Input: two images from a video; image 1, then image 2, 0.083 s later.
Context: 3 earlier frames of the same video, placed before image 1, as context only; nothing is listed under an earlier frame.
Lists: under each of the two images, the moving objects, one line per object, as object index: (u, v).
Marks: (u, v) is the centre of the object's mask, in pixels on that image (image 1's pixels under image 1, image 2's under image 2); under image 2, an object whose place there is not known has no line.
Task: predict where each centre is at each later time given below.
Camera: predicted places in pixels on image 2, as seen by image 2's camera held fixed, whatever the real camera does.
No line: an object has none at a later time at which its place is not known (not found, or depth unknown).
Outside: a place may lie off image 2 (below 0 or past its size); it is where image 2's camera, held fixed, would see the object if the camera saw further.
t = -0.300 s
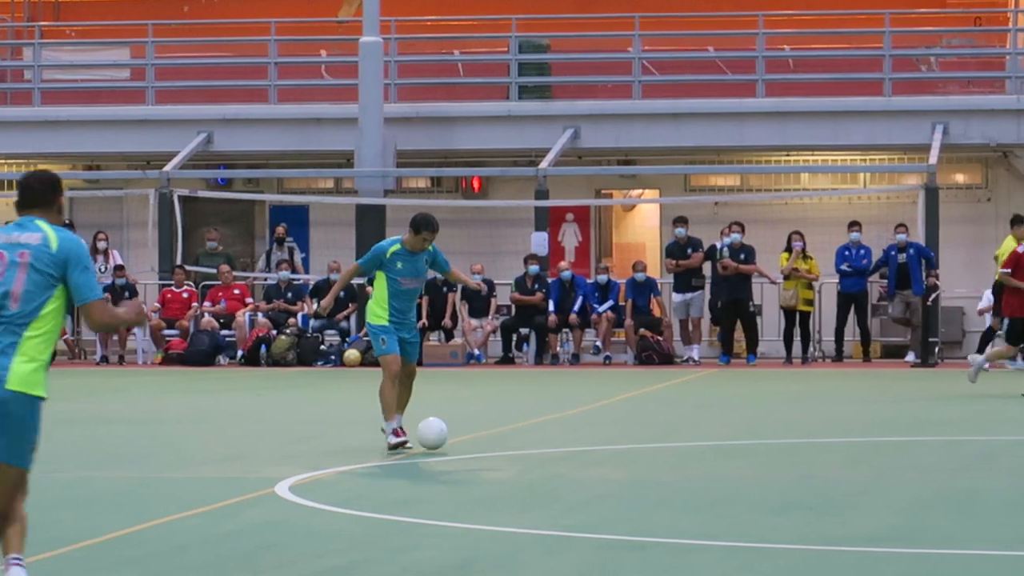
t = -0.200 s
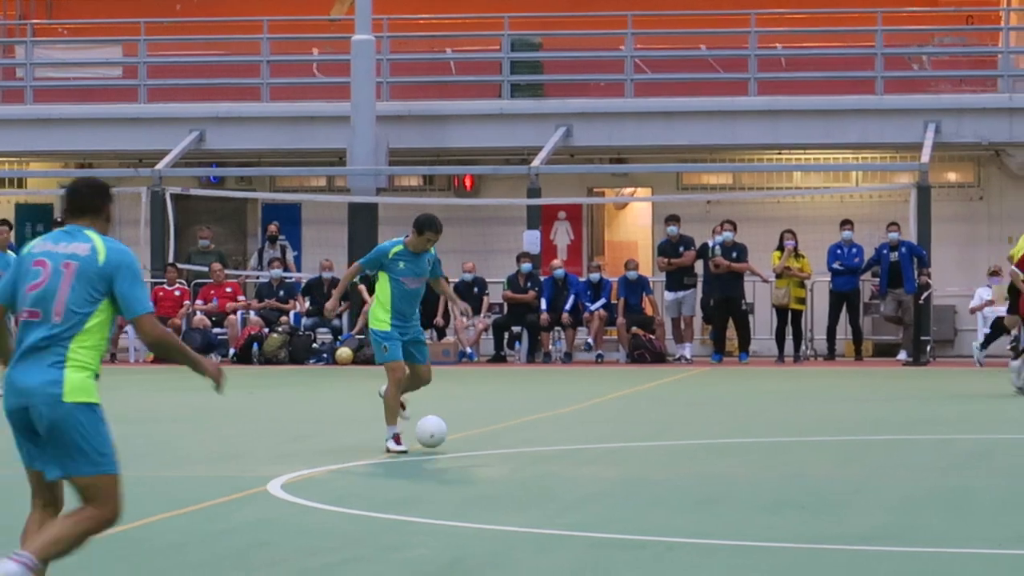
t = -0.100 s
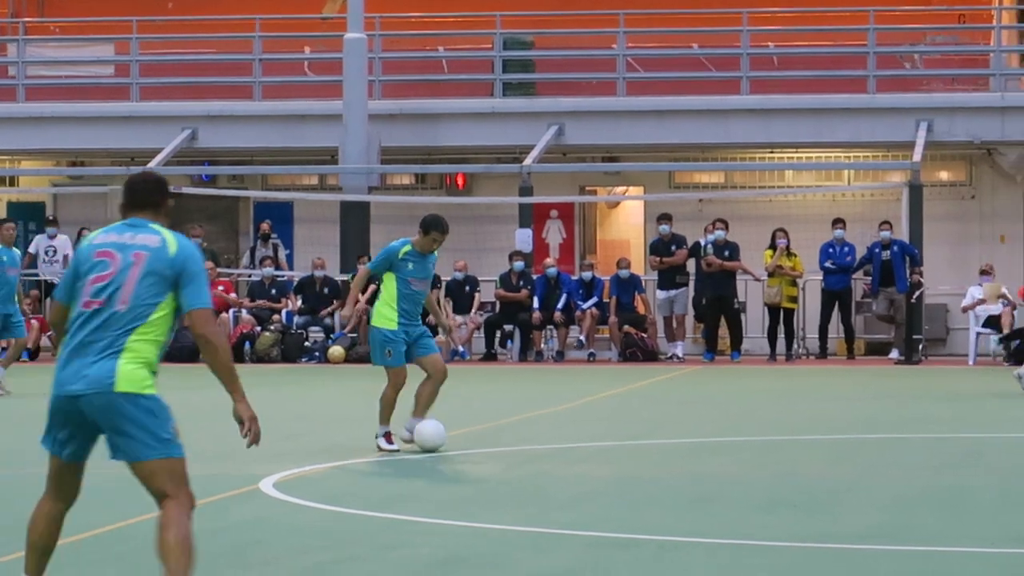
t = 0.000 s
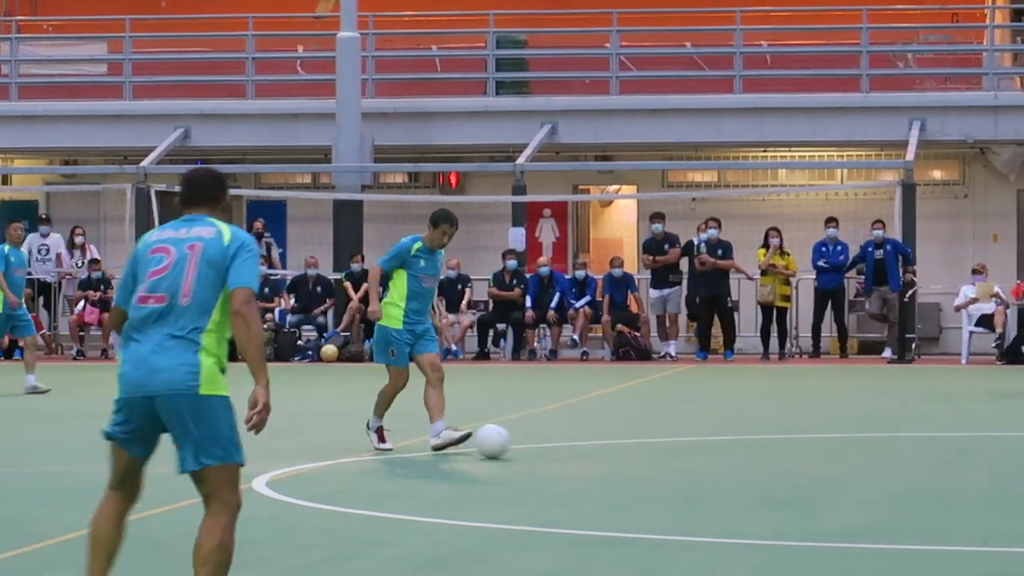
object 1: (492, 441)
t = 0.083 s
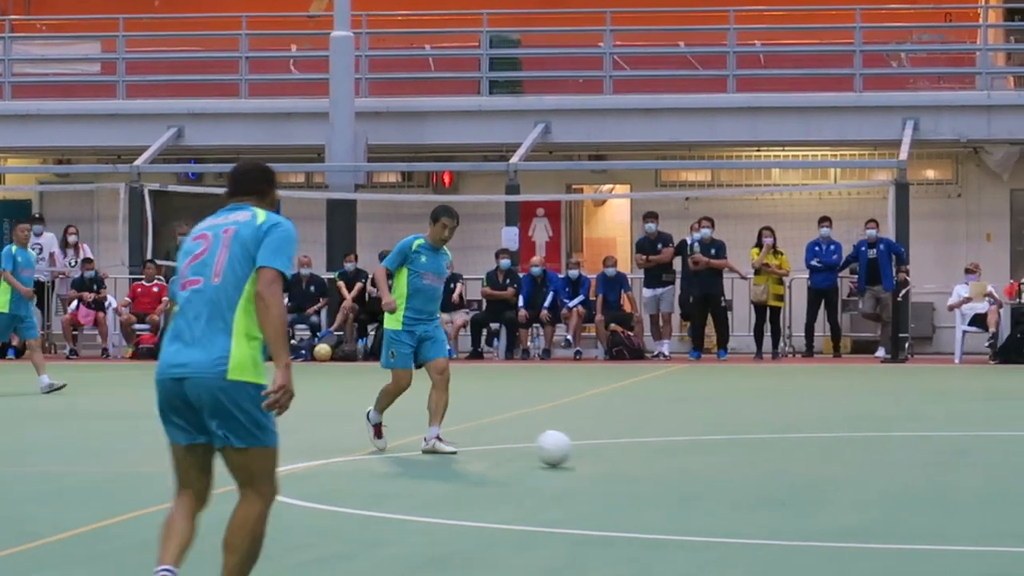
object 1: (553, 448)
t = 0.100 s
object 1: (569, 451)
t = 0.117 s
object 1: (582, 452)
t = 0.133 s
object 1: (596, 453)
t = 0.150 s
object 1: (610, 455)
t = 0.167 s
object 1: (625, 457)
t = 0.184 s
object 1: (640, 459)
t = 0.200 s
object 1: (656, 461)
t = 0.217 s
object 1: (672, 463)
